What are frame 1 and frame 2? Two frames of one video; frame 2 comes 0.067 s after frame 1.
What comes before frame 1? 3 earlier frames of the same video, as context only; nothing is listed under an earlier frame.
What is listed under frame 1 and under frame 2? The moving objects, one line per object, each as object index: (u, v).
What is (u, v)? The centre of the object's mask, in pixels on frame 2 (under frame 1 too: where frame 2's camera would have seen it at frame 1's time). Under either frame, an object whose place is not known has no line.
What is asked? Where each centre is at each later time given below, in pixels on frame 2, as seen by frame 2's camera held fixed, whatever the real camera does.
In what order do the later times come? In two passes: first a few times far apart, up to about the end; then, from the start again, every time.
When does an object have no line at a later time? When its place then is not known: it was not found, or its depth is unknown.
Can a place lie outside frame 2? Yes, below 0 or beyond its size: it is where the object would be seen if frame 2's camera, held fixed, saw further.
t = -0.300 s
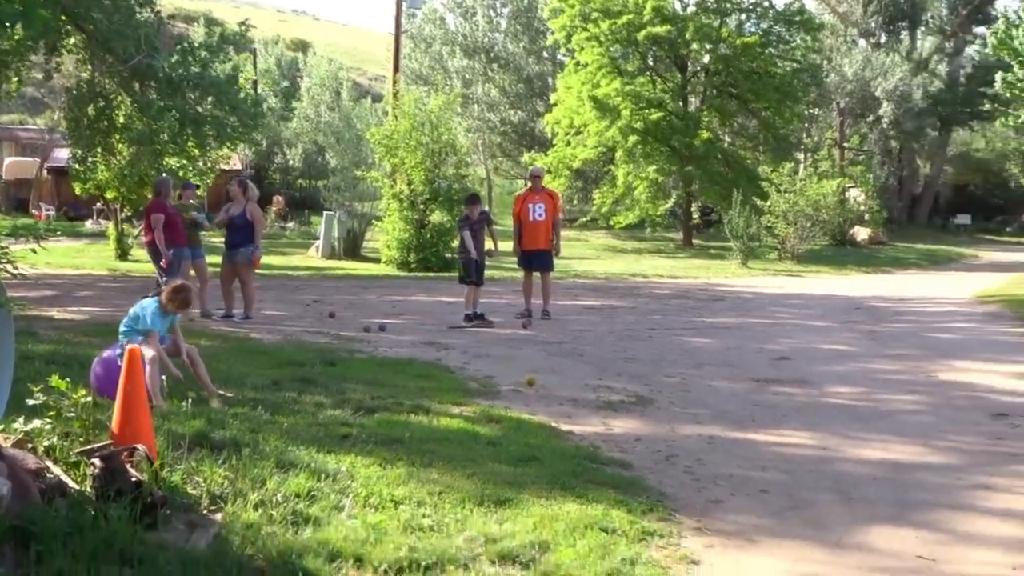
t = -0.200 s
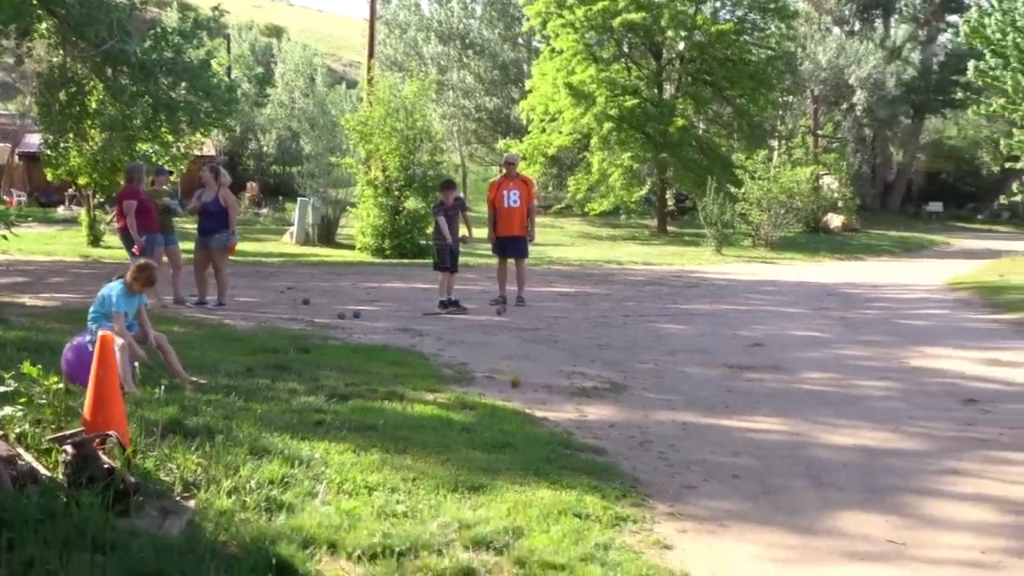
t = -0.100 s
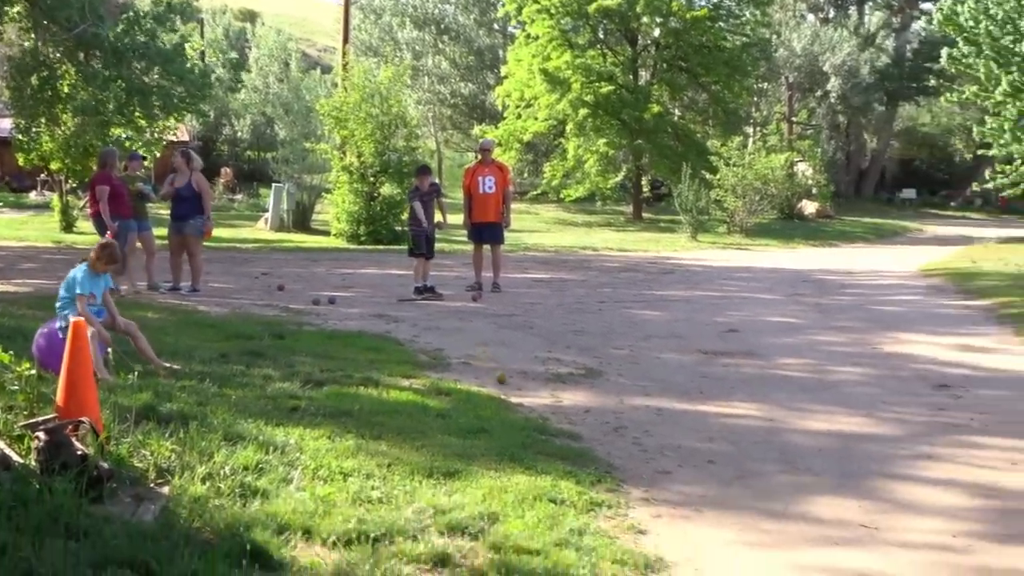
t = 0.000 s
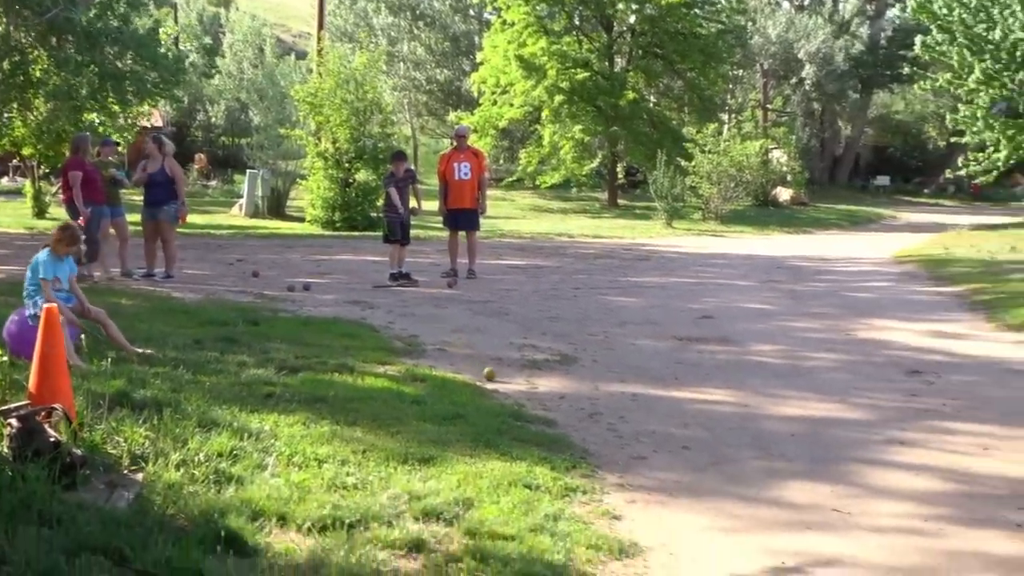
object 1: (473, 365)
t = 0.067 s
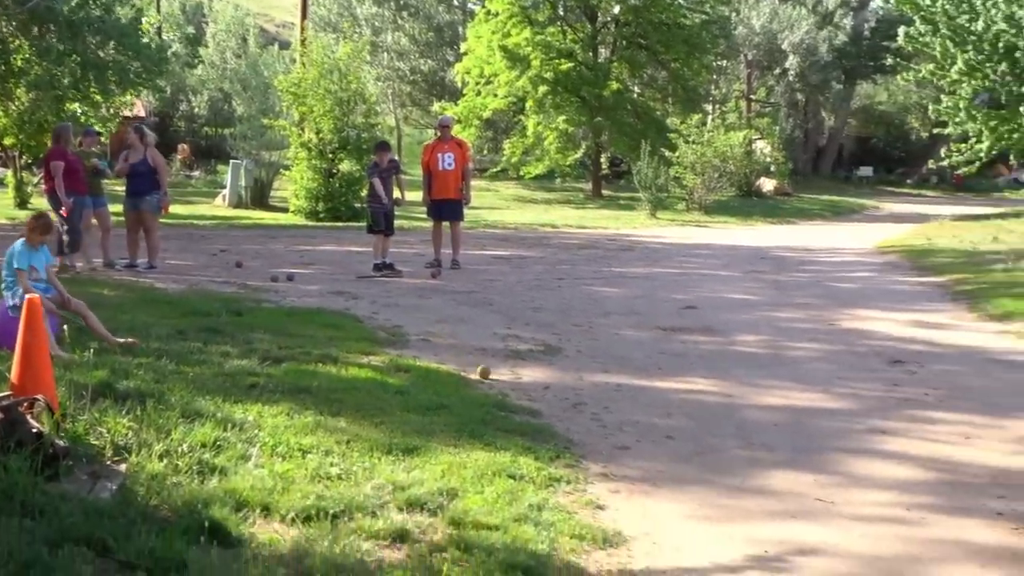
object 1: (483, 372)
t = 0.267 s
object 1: (519, 397)
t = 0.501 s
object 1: (582, 433)
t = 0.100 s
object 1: (489, 376)
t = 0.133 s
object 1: (494, 380)
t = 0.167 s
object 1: (500, 384)
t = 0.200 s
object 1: (507, 388)
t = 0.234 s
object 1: (512, 391)
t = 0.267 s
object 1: (519, 397)
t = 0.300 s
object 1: (527, 402)
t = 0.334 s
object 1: (535, 405)
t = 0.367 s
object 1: (543, 408)
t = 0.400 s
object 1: (553, 413)
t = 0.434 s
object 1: (562, 421)
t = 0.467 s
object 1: (572, 431)
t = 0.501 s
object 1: (582, 433)
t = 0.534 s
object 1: (592, 435)
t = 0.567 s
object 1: (603, 440)
